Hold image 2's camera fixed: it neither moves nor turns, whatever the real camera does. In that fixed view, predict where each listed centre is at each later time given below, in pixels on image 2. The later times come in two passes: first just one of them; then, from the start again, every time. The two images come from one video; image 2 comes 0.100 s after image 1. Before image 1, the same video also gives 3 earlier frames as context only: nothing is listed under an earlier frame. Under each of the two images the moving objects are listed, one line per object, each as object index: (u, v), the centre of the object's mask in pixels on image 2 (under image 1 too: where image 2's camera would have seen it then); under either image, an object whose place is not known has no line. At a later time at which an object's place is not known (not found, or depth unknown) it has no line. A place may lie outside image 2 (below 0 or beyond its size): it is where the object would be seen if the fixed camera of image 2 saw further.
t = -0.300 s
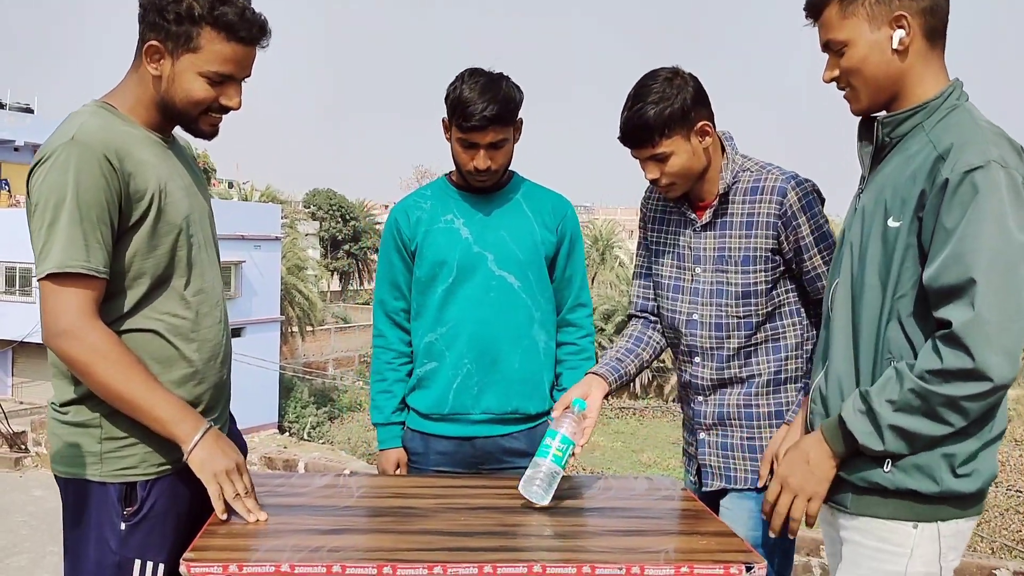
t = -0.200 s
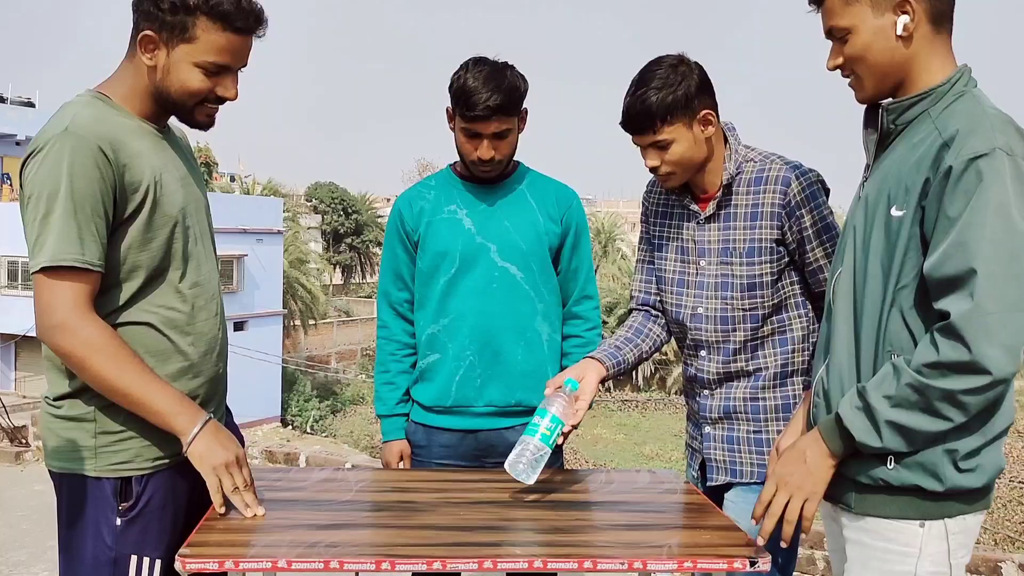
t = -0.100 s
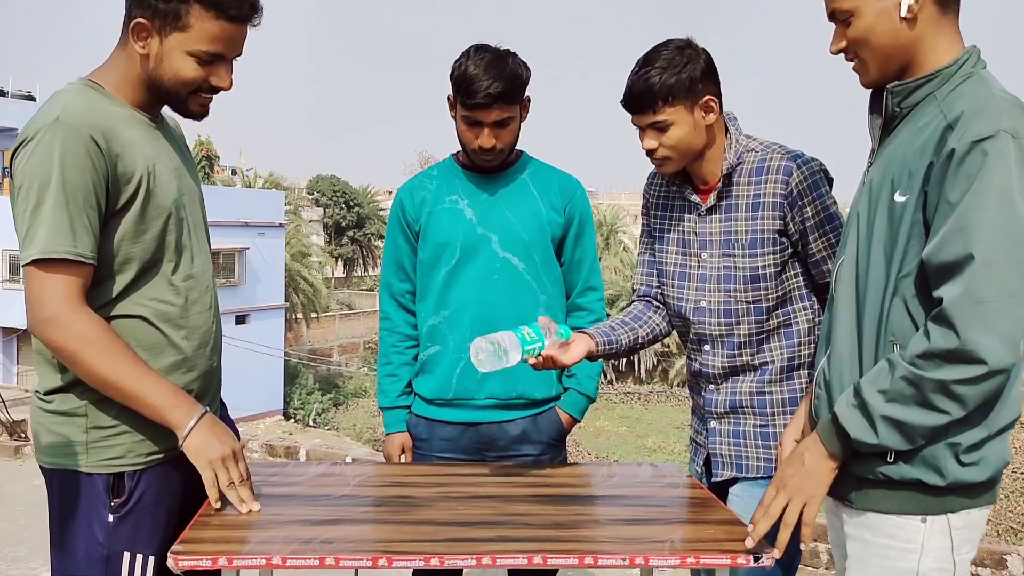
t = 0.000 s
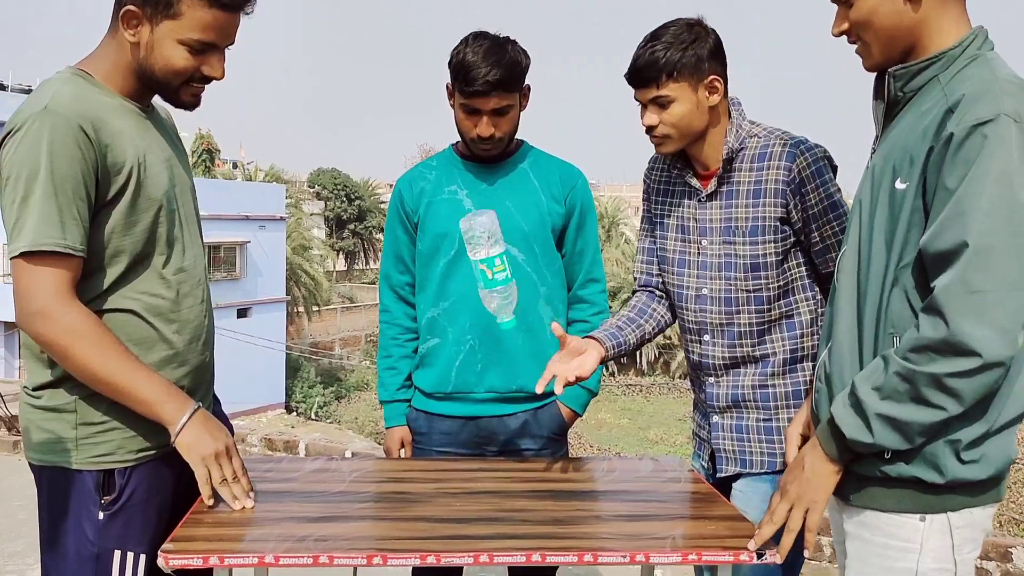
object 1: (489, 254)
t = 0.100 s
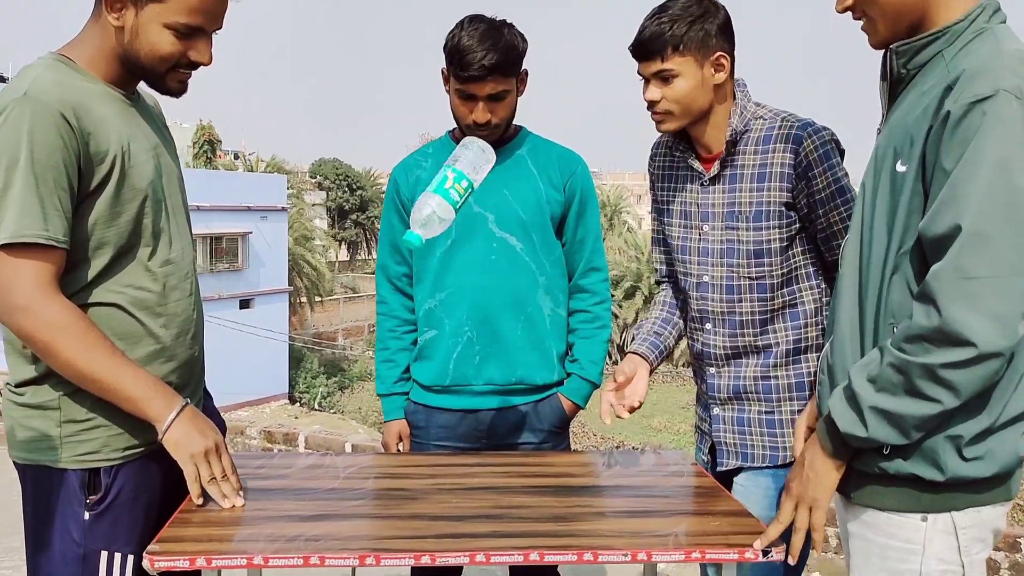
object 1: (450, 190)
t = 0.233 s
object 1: (417, 228)
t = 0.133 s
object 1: (441, 190)
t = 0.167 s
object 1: (433, 196)
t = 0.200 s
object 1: (424, 209)
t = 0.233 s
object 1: (417, 228)
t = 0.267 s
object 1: (410, 256)
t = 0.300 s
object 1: (404, 290)
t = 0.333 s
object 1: (398, 333)
